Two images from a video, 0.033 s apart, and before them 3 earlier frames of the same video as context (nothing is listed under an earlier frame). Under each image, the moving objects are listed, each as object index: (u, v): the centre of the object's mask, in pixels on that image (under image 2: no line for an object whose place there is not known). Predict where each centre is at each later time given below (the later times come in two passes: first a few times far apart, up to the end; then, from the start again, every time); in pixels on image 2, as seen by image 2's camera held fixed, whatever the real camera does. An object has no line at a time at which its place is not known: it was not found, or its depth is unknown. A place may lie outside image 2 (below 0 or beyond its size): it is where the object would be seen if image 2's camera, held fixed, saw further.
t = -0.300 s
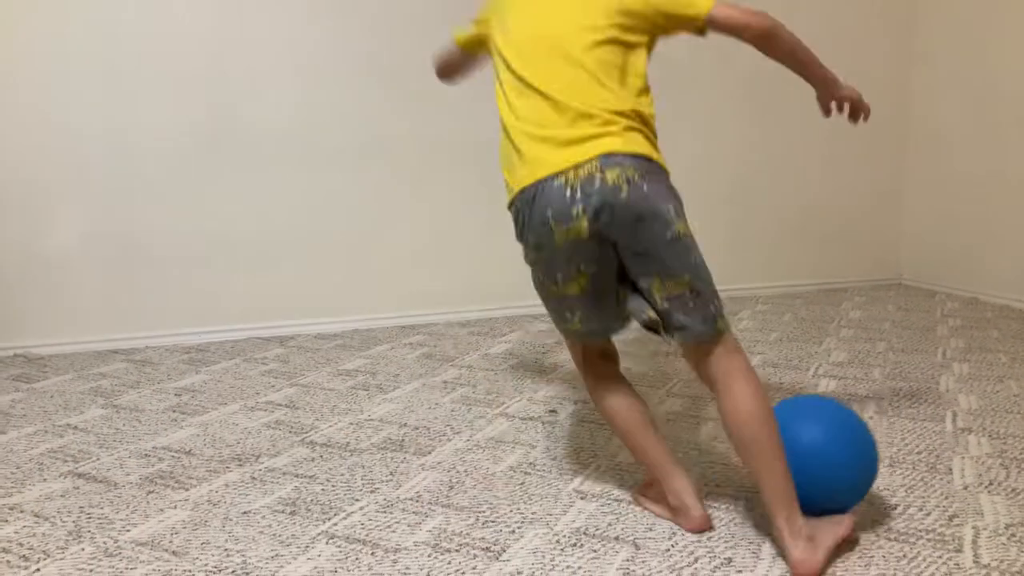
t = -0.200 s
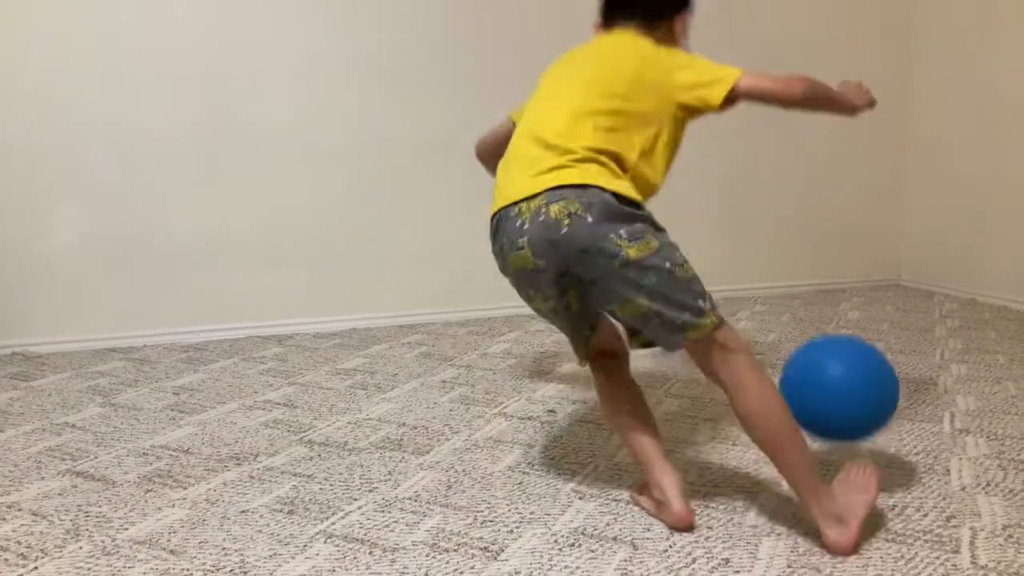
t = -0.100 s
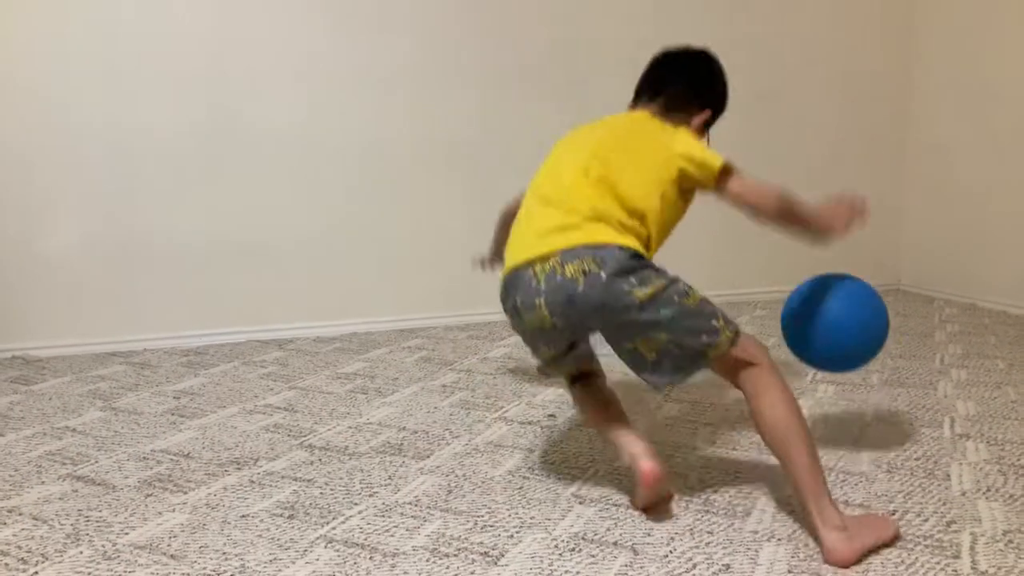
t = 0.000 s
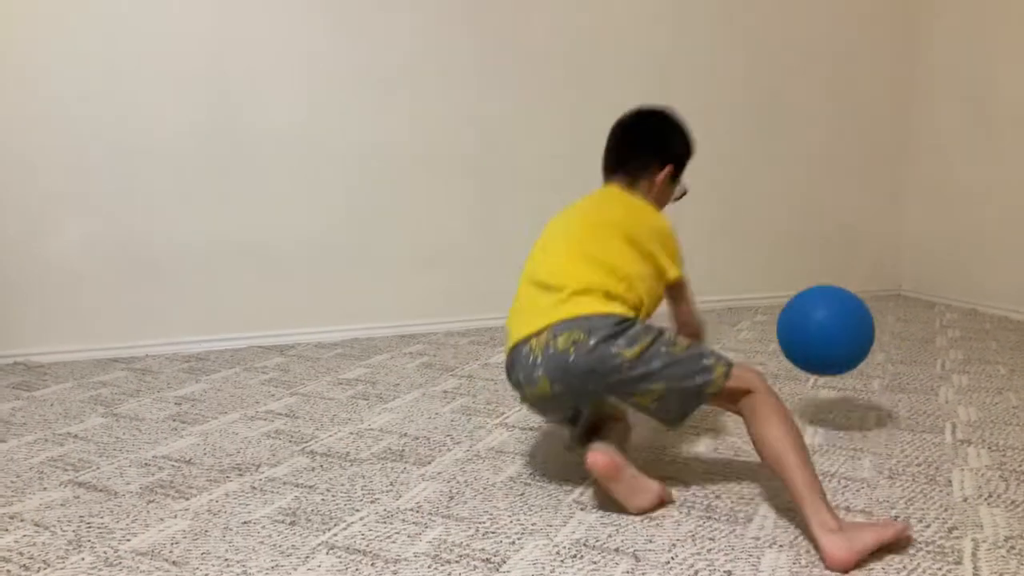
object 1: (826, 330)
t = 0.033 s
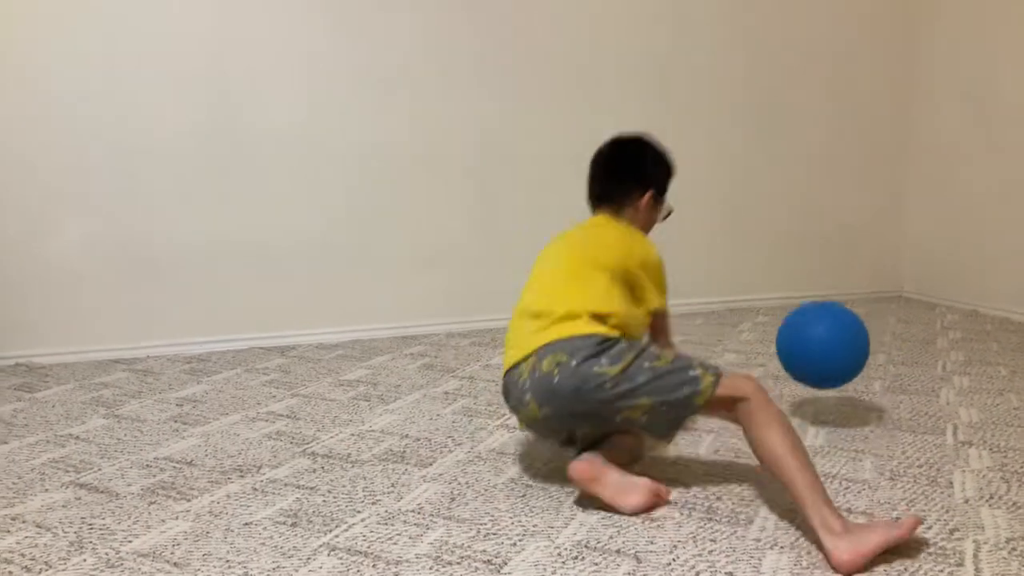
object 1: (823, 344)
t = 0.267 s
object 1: (792, 303)
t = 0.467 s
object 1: (764, 329)
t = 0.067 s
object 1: (819, 362)
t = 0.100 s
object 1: (815, 381)
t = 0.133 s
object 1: (810, 364)
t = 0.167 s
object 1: (805, 342)
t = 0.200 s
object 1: (801, 325)
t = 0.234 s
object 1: (797, 312)
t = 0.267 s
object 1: (792, 303)
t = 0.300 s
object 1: (787, 298)
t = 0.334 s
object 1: (783, 297)
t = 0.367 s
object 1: (778, 300)
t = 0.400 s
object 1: (774, 306)
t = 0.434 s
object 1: (769, 316)
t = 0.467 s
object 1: (764, 329)
